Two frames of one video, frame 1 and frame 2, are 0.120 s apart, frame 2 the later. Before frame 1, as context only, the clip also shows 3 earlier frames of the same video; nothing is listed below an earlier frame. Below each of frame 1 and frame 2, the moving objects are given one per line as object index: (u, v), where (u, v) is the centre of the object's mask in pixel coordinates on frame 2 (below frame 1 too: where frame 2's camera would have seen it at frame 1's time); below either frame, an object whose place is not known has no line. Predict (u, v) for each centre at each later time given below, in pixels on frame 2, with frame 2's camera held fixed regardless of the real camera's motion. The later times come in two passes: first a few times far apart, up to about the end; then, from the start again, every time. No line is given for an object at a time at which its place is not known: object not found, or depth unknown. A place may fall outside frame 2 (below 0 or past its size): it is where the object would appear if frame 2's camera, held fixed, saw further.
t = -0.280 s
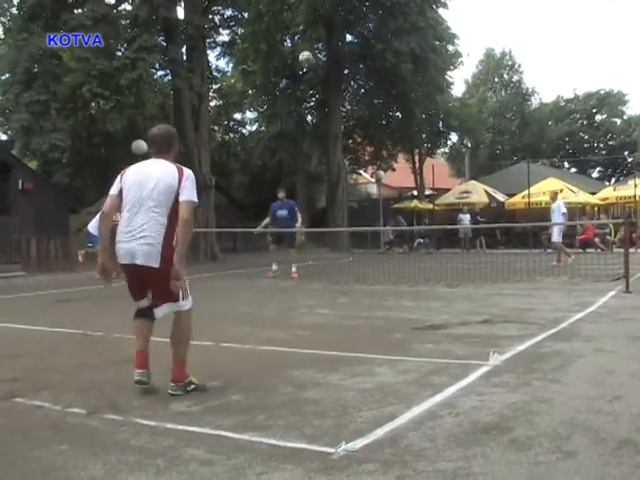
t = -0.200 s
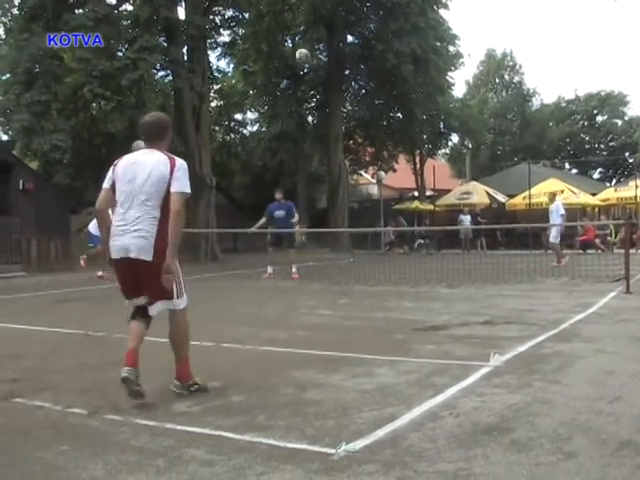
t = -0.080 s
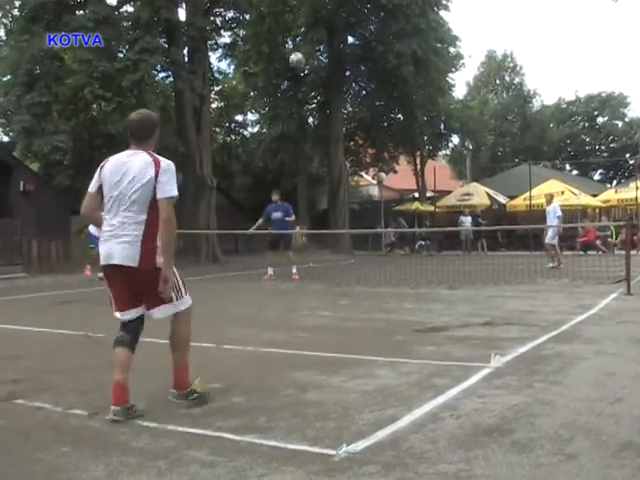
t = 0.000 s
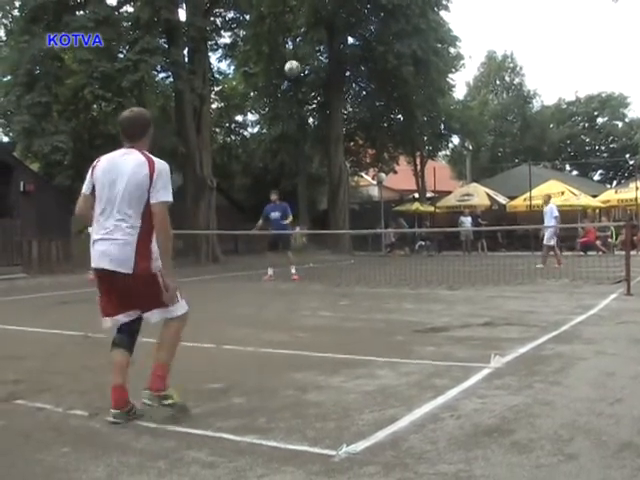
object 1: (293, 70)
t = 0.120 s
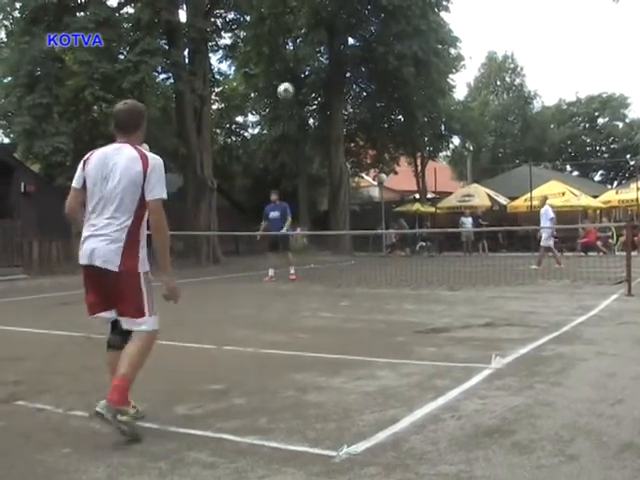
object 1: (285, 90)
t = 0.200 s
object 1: (280, 113)
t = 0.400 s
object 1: (268, 200)
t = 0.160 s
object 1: (283, 101)
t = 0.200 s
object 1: (280, 113)
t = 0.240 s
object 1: (278, 127)
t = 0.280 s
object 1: (275, 142)
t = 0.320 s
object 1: (273, 160)
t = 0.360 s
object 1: (270, 179)
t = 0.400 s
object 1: (268, 200)
